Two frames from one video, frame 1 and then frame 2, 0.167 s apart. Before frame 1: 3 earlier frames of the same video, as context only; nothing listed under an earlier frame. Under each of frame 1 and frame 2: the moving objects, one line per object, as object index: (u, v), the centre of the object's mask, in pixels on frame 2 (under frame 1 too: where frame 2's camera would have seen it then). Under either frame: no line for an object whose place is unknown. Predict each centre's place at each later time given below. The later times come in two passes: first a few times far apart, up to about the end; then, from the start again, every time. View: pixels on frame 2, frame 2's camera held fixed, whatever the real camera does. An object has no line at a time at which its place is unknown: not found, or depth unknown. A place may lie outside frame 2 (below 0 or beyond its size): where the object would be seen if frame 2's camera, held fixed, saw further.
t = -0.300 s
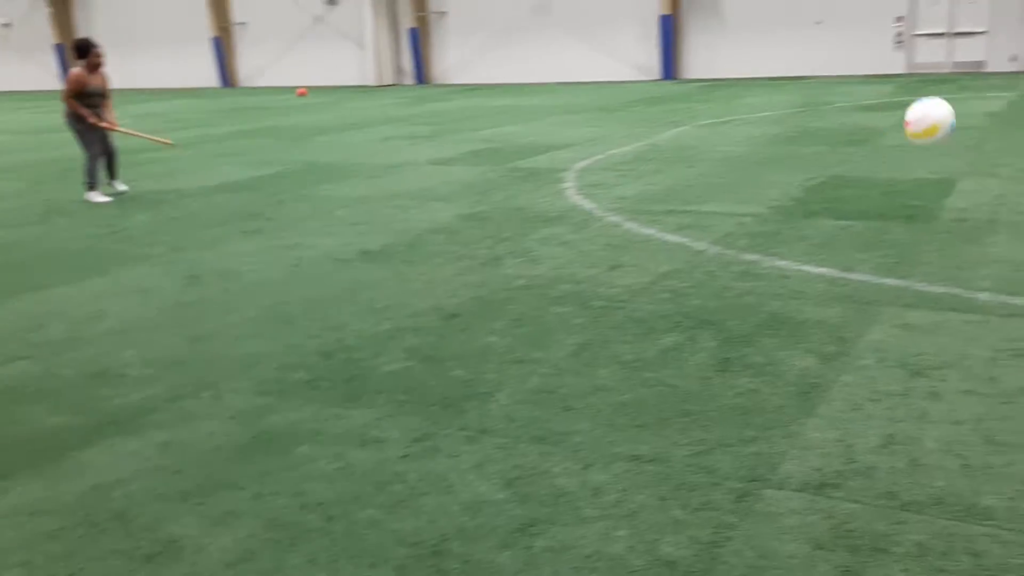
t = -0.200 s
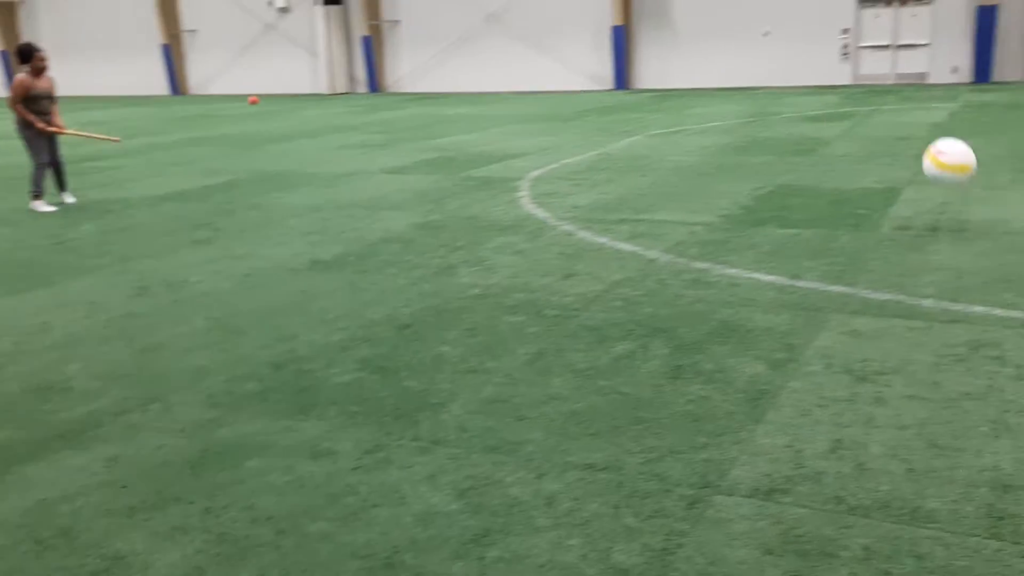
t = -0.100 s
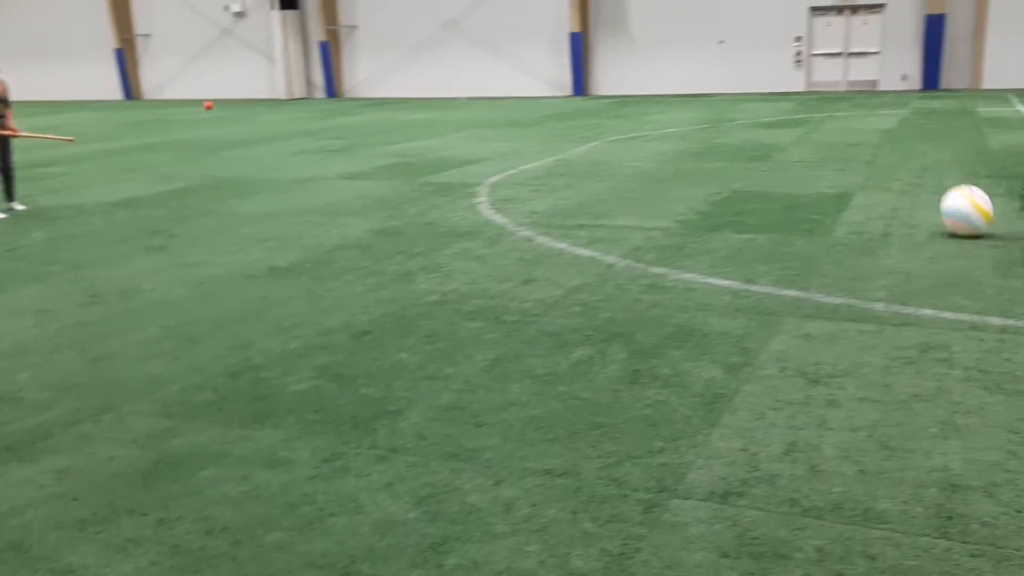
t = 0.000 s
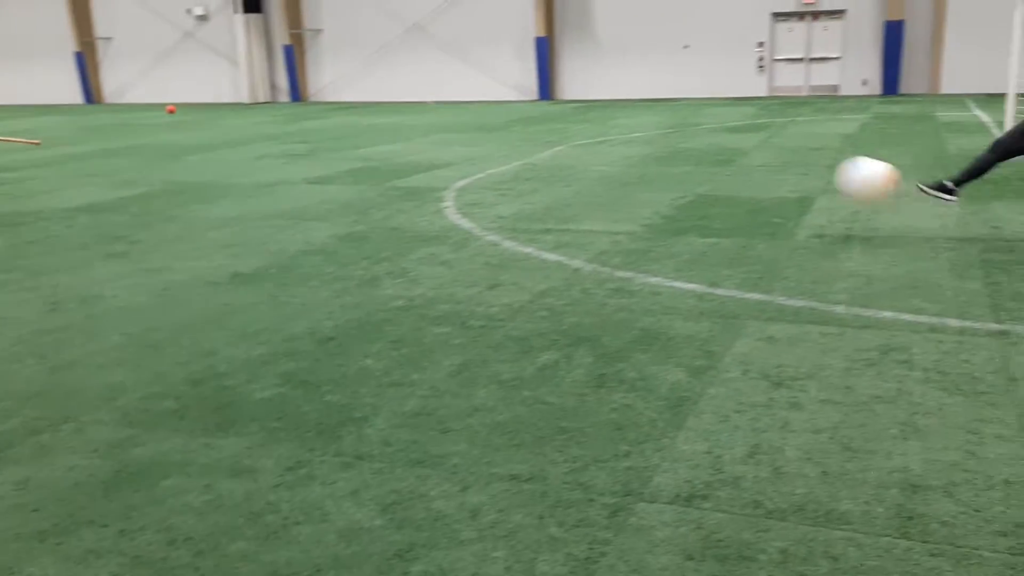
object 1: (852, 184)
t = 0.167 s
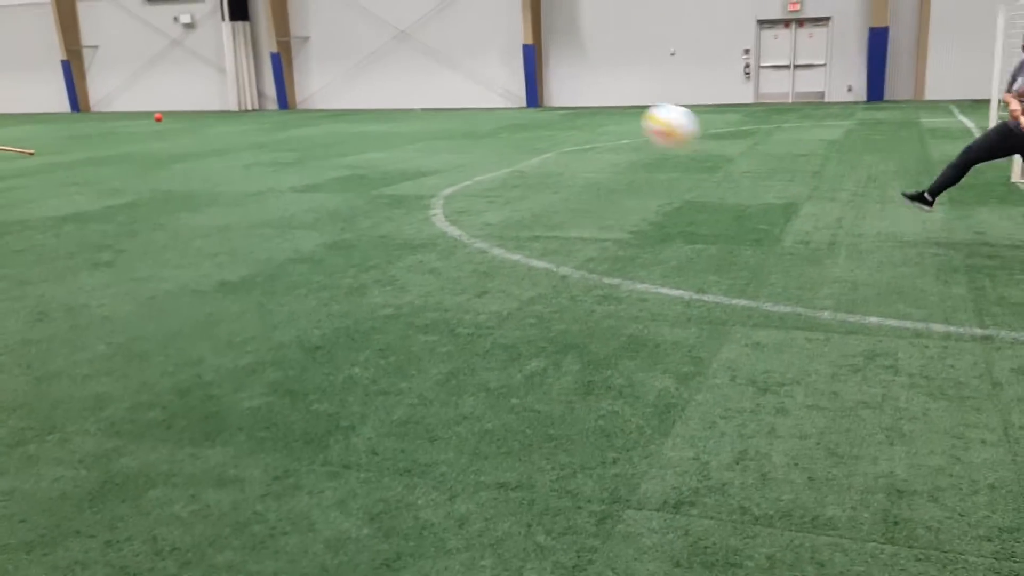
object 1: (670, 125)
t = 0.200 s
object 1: (636, 116)
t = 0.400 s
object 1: (453, 87)
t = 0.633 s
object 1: (287, 122)
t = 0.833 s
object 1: (175, 202)
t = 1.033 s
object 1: (110, 181)
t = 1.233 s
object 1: (55, 143)
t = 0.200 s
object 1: (636, 116)
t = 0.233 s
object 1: (603, 108)
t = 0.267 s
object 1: (570, 101)
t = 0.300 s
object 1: (541, 95)
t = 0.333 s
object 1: (512, 90)
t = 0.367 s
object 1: (481, 87)
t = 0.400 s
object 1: (453, 87)
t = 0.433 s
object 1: (426, 88)
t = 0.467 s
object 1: (401, 90)
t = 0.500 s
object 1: (376, 93)
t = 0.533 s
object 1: (353, 99)
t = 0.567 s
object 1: (330, 106)
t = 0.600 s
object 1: (308, 113)
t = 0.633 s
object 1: (287, 122)
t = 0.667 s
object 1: (266, 133)
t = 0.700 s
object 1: (247, 145)
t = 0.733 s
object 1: (228, 158)
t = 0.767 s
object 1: (209, 172)
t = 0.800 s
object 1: (192, 187)
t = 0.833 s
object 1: (175, 202)
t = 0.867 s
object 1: (160, 219)
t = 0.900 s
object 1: (149, 227)
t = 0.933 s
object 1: (139, 214)
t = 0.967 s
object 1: (129, 201)
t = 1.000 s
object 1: (119, 190)
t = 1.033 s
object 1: (110, 181)
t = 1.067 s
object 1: (100, 172)
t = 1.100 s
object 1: (91, 163)
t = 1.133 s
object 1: (83, 156)
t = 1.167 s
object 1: (74, 150)
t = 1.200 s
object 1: (65, 146)
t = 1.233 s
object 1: (55, 143)
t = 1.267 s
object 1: (46, 140)
